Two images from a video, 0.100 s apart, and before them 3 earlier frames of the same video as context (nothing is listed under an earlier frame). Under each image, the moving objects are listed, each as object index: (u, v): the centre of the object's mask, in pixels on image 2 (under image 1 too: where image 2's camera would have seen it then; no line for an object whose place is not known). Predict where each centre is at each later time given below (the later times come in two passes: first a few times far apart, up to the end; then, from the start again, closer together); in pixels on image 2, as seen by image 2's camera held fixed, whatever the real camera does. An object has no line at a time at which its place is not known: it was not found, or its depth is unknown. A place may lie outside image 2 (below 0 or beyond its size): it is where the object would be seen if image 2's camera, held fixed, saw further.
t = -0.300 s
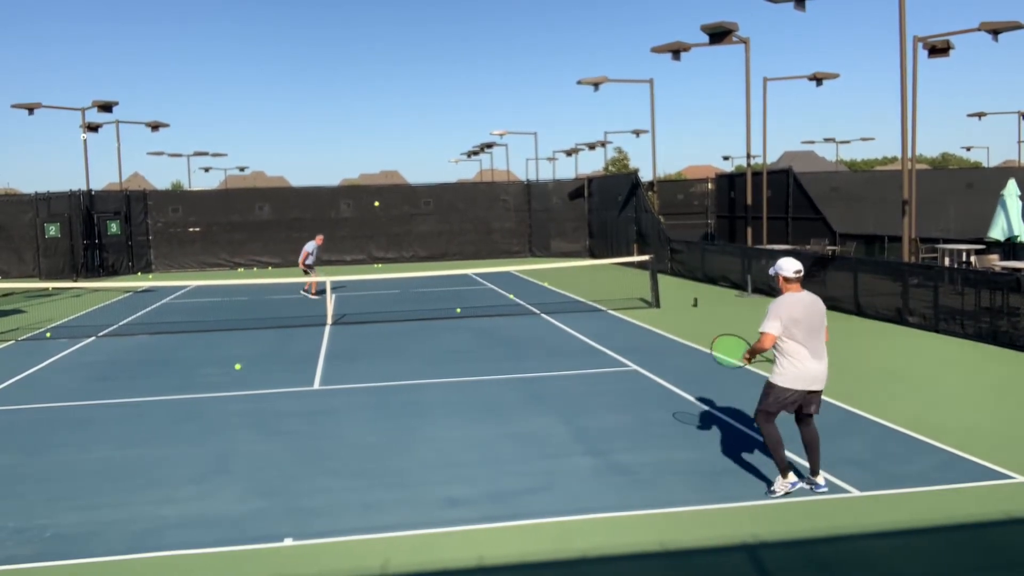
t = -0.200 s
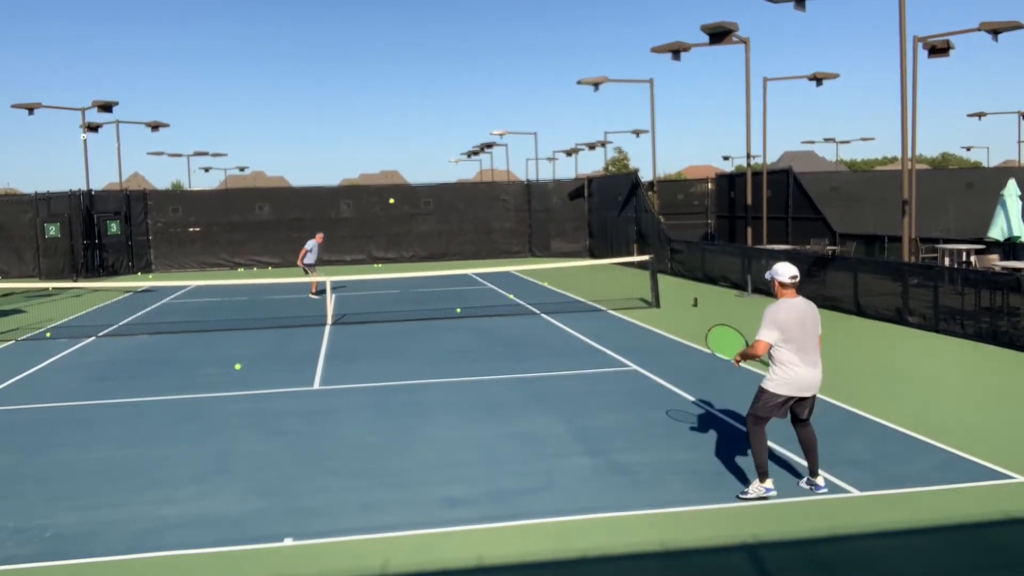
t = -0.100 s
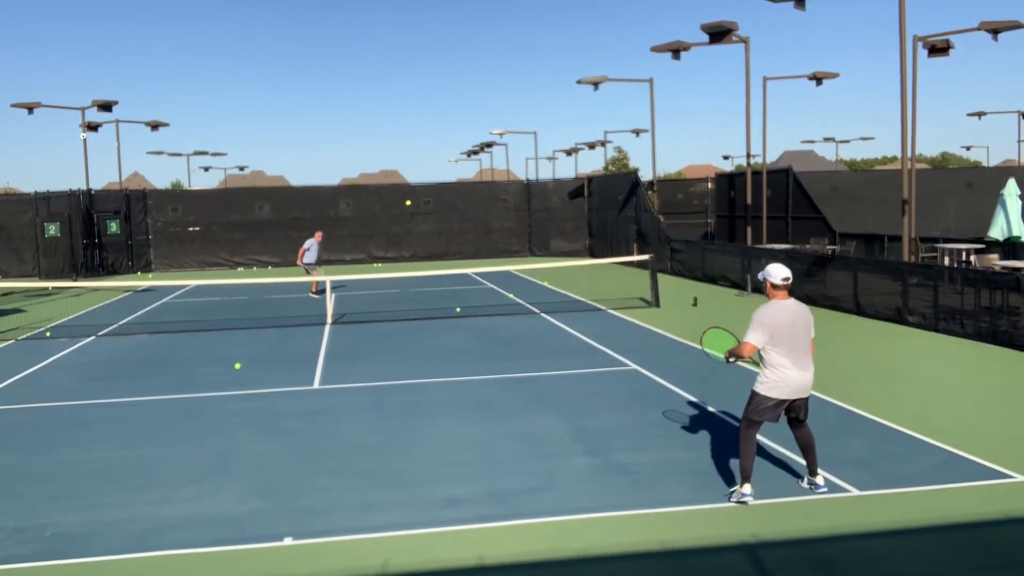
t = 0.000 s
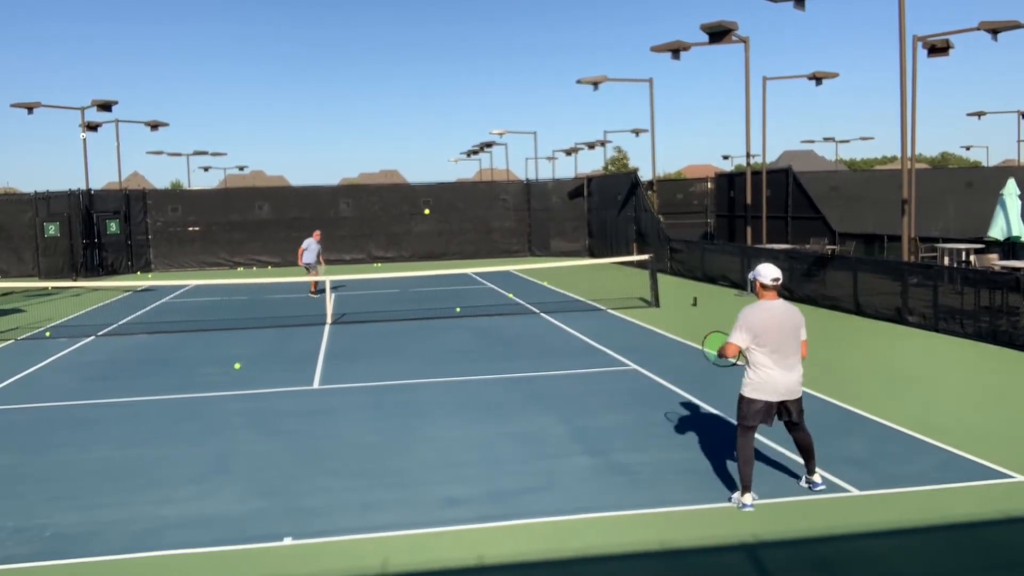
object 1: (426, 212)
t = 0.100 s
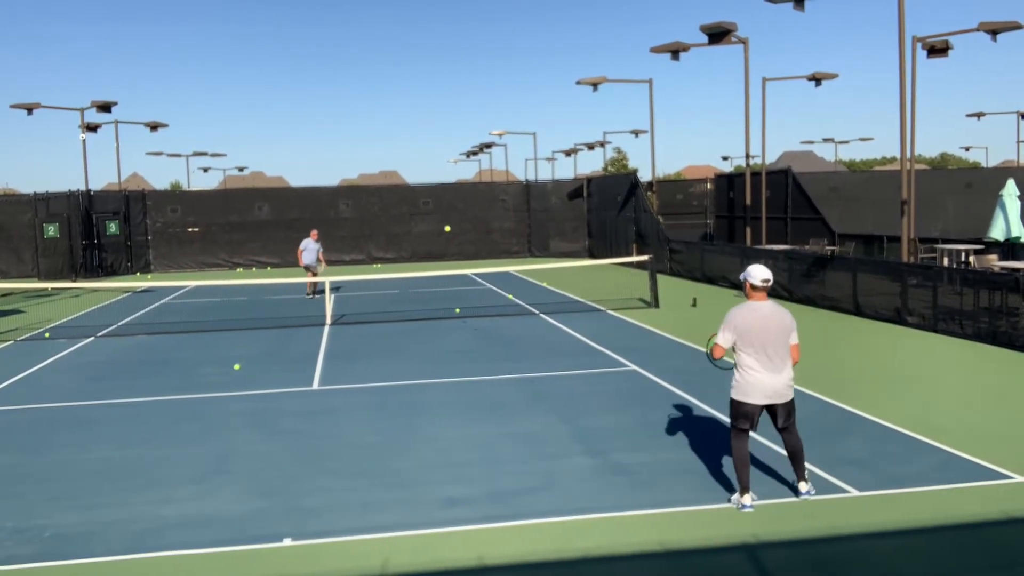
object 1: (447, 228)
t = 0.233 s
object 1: (479, 264)
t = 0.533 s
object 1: (566, 388)
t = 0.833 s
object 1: (610, 308)
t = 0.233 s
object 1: (479, 264)
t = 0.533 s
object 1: (566, 388)
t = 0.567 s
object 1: (571, 375)
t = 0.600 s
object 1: (575, 363)
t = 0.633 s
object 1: (579, 353)
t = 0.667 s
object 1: (584, 343)
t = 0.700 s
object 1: (589, 334)
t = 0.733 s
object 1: (594, 326)
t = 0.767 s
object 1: (599, 319)
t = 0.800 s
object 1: (604, 313)
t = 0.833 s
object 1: (610, 308)
